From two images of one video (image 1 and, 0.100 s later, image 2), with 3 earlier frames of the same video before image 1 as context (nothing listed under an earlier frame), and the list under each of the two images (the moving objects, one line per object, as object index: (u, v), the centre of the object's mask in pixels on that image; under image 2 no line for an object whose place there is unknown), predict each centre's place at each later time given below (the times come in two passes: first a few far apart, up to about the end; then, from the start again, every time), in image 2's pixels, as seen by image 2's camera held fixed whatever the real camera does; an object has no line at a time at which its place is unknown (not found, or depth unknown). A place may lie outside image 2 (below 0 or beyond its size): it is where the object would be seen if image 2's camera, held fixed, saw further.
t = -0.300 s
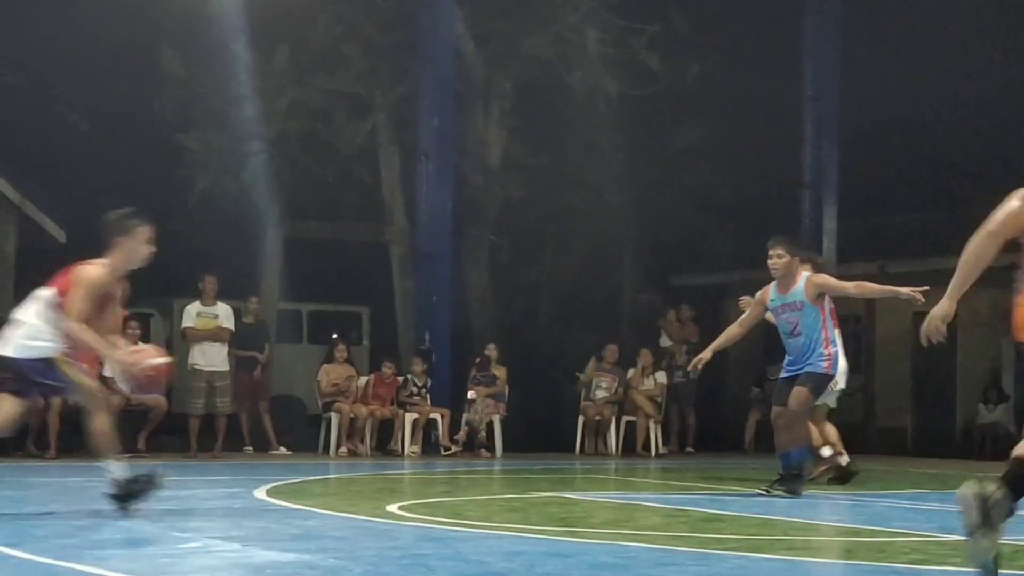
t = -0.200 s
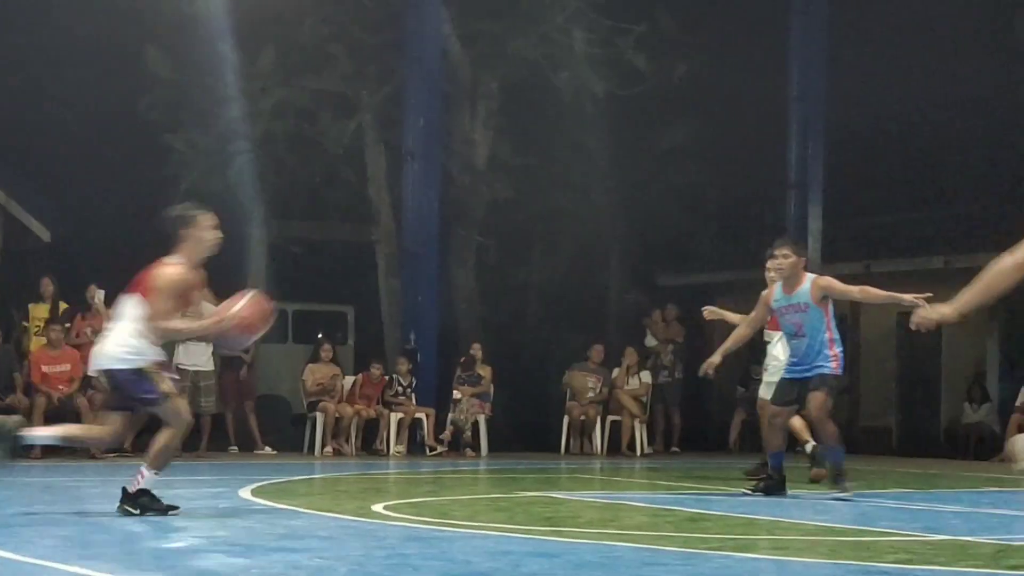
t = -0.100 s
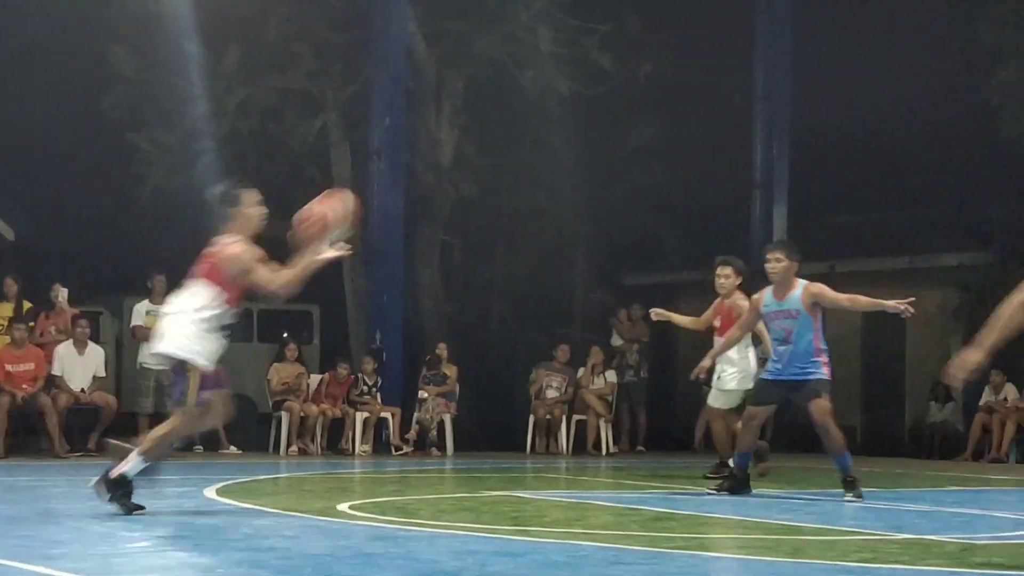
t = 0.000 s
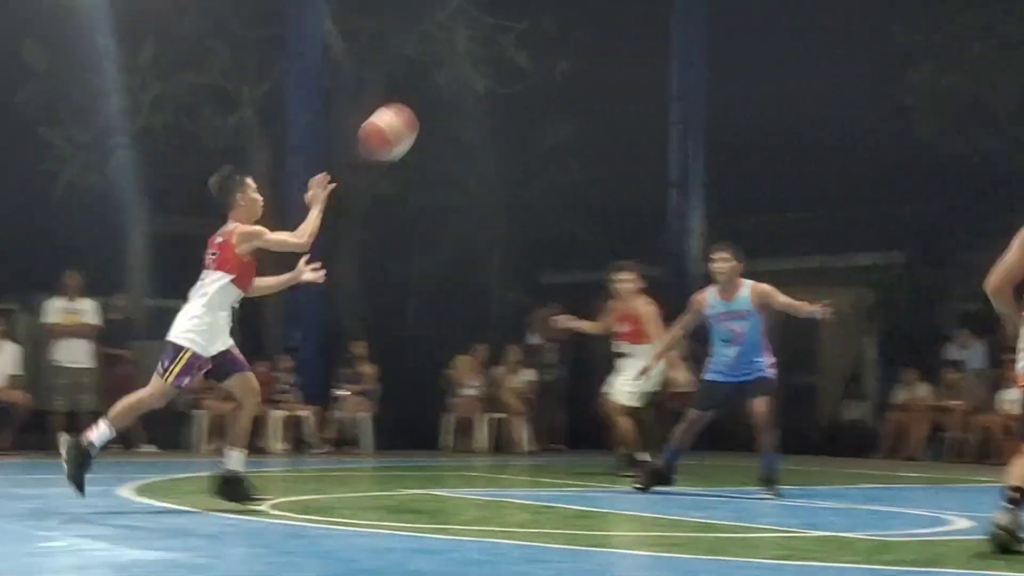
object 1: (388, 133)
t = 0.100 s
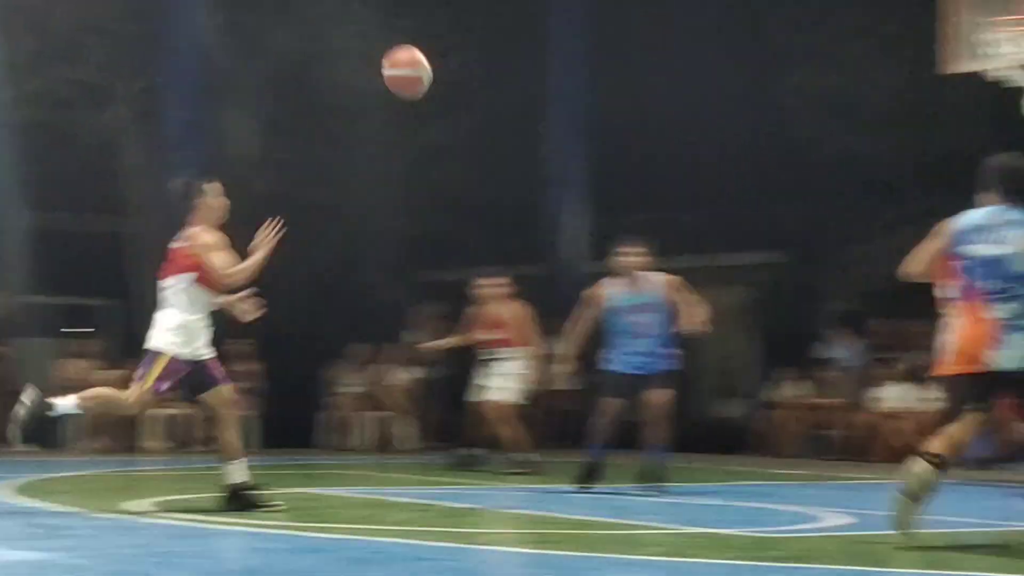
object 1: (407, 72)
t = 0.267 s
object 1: (610, 25)
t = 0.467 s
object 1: (820, 29)
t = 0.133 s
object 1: (449, 58)
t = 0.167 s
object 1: (491, 46)
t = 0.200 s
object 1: (531, 37)
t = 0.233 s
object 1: (570, 29)
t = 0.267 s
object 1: (610, 25)
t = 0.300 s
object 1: (648, 22)
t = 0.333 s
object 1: (685, 21)
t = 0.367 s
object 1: (720, 21)
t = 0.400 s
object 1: (752, 22)
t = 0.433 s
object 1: (786, 23)
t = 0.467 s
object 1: (820, 29)
